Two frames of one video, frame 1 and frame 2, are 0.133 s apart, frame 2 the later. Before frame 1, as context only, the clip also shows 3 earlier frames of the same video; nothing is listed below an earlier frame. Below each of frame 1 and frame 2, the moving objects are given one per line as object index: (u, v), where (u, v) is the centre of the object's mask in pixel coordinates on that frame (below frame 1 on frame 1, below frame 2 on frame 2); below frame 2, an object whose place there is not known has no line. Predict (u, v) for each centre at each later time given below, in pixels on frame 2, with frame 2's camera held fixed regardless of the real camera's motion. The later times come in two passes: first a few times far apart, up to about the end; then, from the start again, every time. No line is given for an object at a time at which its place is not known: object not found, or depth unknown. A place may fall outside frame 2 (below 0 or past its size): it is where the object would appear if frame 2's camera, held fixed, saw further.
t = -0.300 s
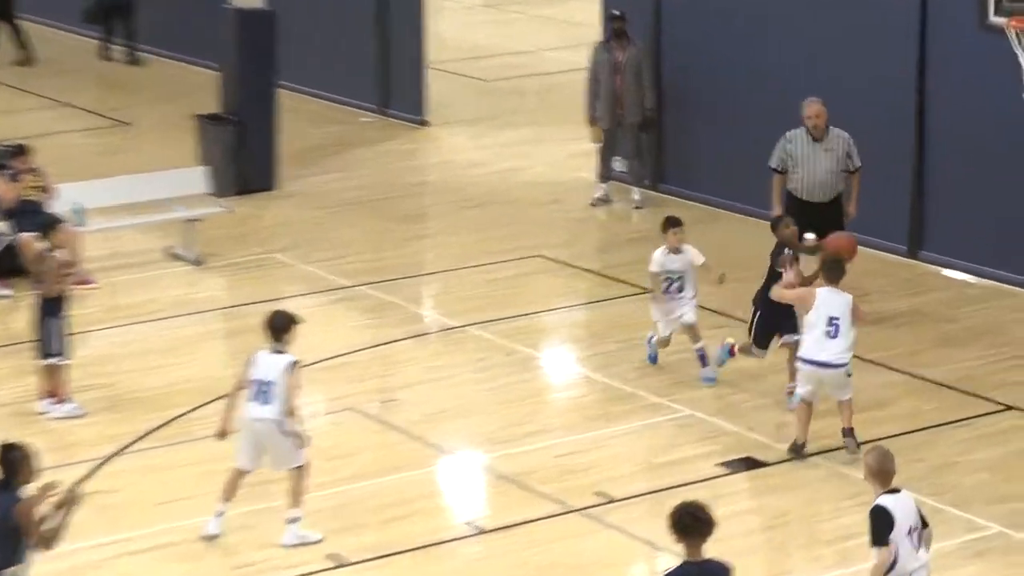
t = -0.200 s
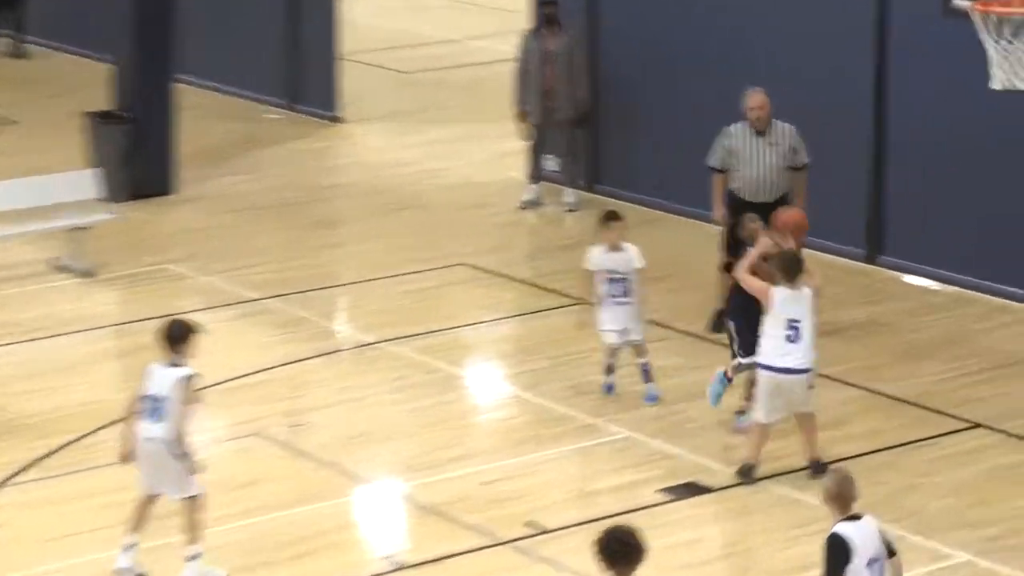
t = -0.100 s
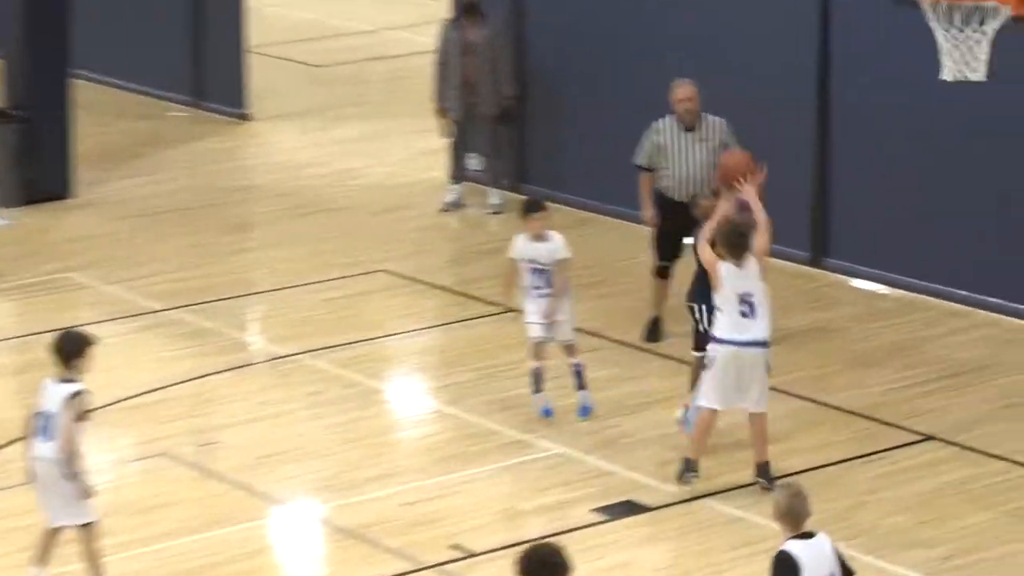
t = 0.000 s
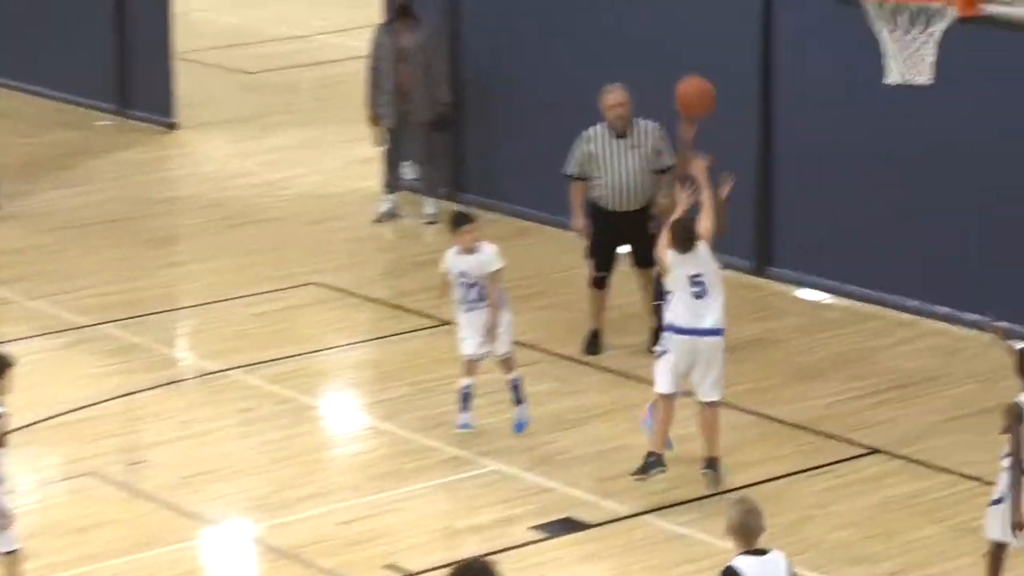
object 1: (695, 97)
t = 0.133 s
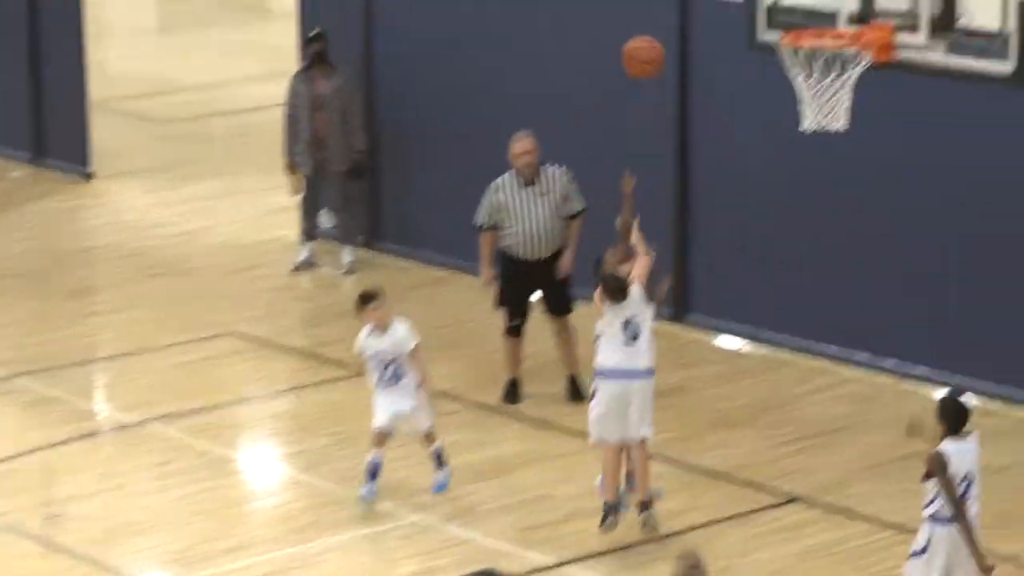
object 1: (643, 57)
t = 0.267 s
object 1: (672, -1)
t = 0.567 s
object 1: (748, -16)
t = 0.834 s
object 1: (781, 30)
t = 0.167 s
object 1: (650, 39)
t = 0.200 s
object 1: (657, 23)
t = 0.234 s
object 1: (665, 10)
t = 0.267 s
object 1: (672, -1)
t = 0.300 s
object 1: (681, -12)
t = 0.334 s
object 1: (690, -19)
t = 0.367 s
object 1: (699, -26)
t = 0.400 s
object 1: (707, -30)
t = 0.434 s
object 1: (716, -32)
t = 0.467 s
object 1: (723, -31)
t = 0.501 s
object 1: (732, -28)
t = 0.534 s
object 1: (739, -23)
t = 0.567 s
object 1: (748, -16)
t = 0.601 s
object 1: (758, -7)
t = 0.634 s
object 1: (768, 7)
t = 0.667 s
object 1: (777, 19)
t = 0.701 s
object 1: (777, 17)
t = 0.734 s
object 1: (777, 17)
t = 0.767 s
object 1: (778, 19)
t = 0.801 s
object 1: (779, 24)
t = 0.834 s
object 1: (781, 30)
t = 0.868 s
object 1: (781, 39)
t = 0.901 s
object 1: (782, 51)
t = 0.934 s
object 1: (782, 66)
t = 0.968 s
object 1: (783, 83)
